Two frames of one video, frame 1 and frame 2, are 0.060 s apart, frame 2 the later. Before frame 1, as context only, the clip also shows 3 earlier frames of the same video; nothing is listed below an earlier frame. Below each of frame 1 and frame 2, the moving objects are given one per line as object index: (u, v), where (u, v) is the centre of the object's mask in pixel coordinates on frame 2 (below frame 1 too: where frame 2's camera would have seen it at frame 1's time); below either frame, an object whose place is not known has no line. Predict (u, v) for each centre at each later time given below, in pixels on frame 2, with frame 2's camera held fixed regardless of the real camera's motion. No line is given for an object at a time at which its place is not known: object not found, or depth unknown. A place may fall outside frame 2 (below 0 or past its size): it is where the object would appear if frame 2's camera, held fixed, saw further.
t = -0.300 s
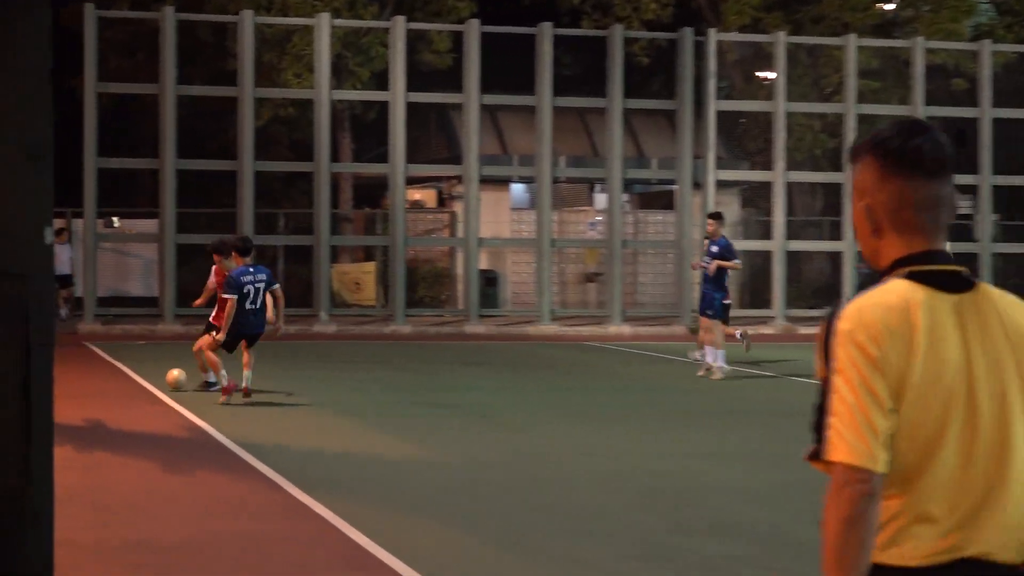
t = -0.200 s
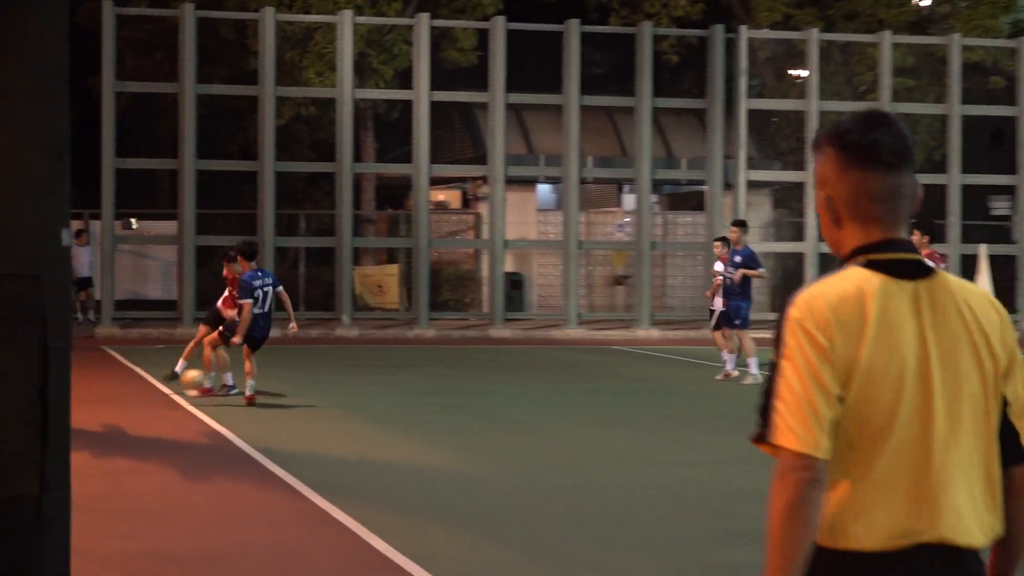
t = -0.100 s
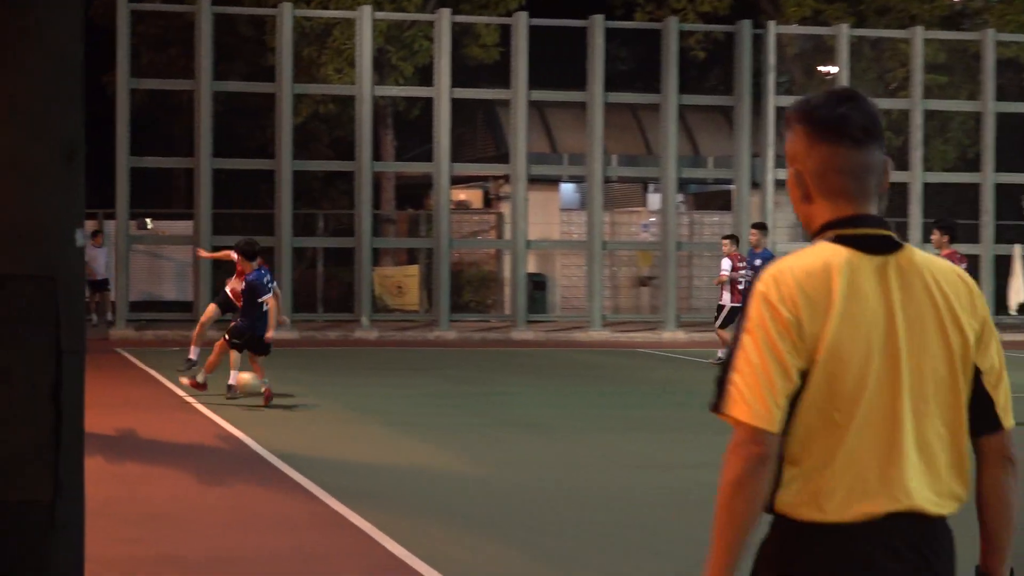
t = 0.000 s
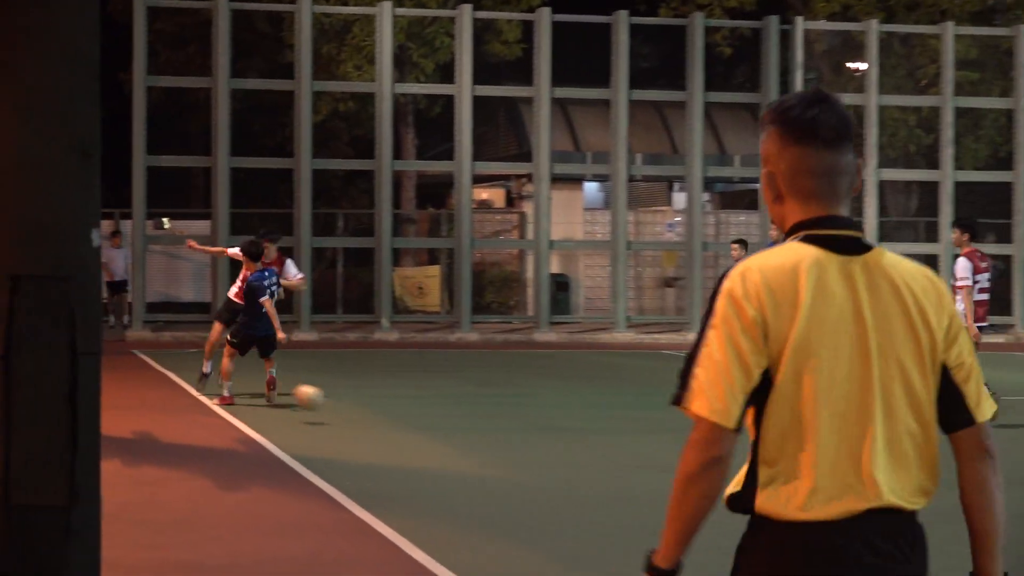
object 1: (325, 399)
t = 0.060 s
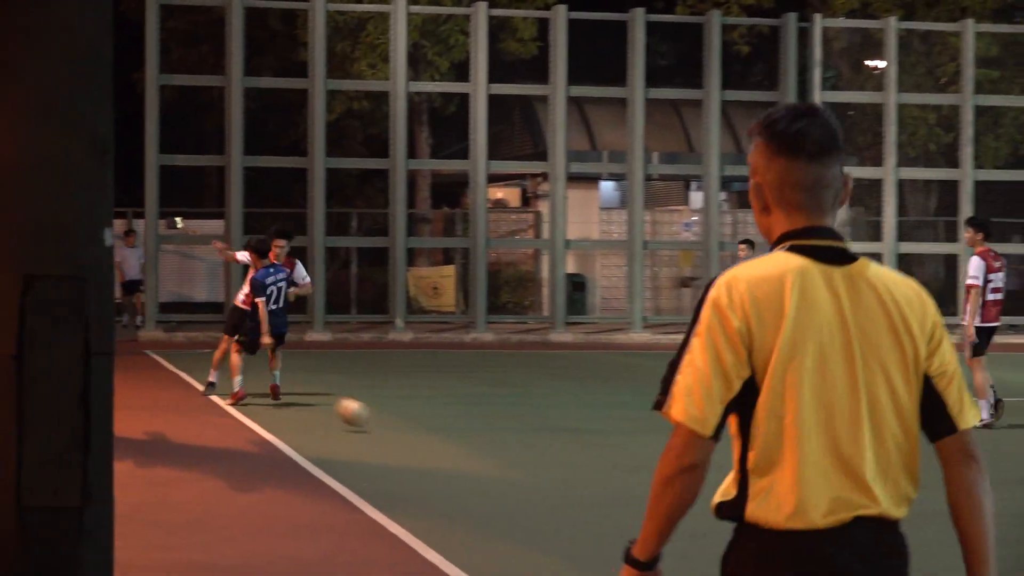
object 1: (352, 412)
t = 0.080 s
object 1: (362, 418)
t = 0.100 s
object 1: (371, 422)
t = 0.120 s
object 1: (378, 421)
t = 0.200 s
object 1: (414, 418)
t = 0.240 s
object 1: (432, 421)
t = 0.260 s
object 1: (444, 423)
